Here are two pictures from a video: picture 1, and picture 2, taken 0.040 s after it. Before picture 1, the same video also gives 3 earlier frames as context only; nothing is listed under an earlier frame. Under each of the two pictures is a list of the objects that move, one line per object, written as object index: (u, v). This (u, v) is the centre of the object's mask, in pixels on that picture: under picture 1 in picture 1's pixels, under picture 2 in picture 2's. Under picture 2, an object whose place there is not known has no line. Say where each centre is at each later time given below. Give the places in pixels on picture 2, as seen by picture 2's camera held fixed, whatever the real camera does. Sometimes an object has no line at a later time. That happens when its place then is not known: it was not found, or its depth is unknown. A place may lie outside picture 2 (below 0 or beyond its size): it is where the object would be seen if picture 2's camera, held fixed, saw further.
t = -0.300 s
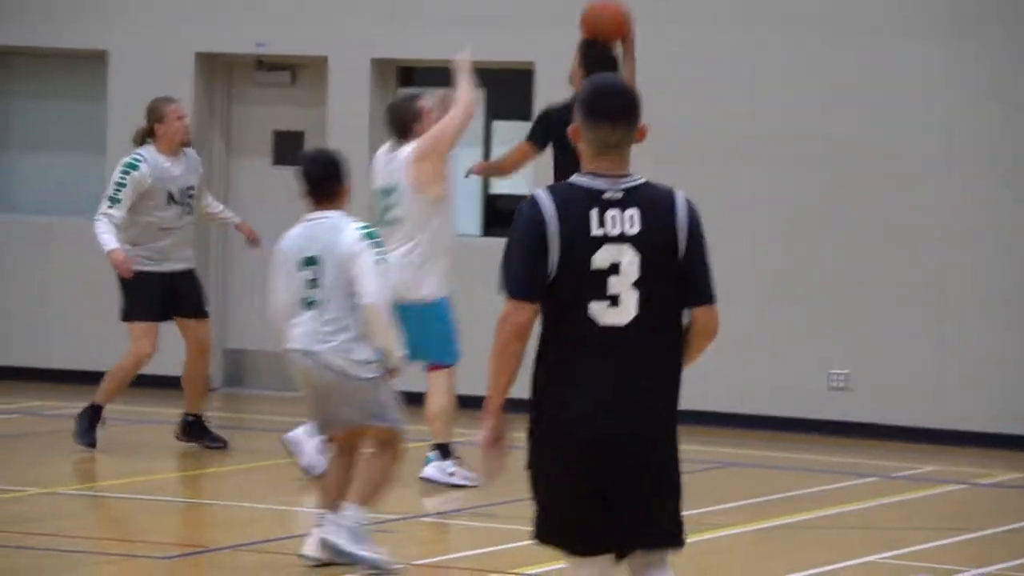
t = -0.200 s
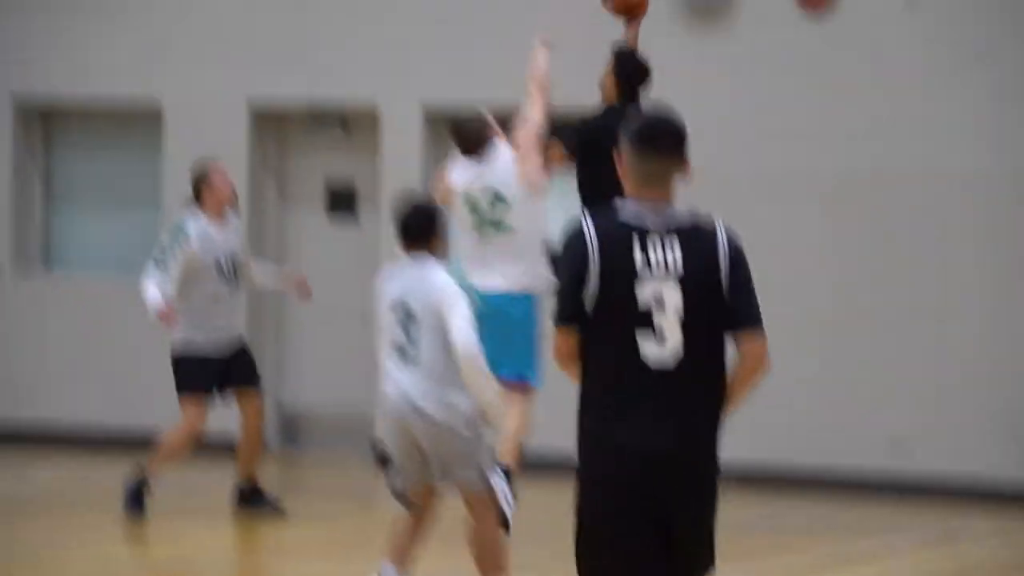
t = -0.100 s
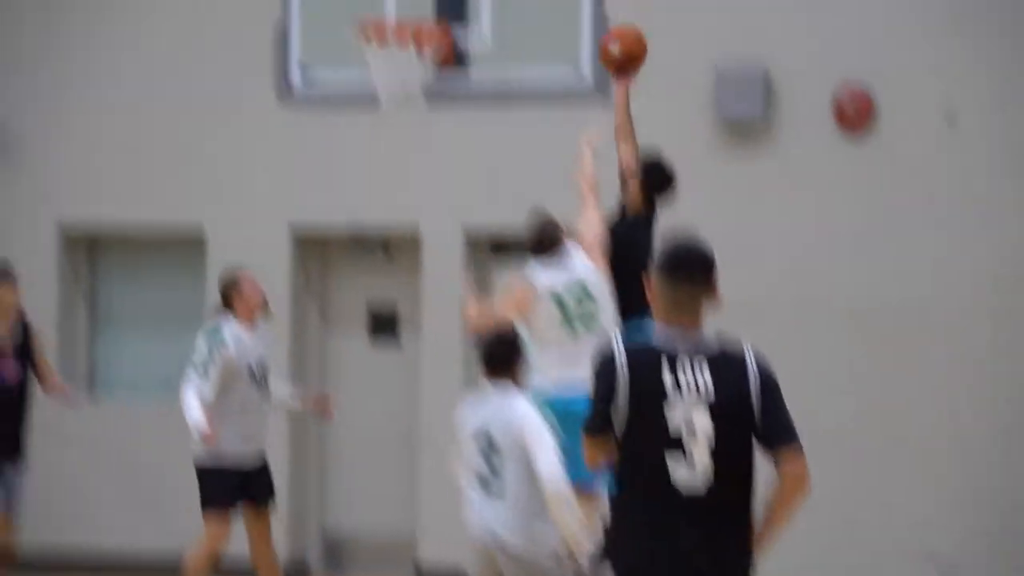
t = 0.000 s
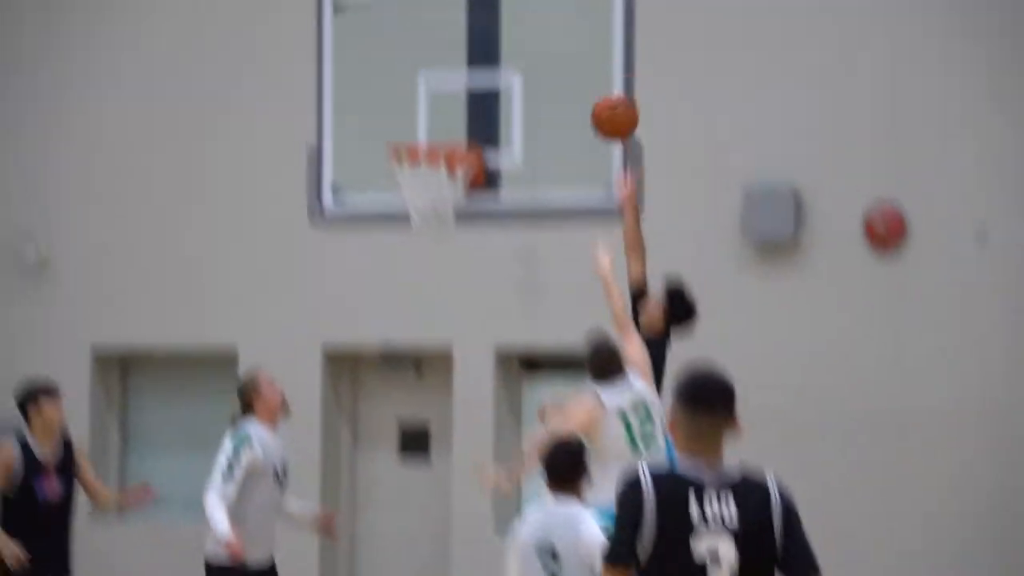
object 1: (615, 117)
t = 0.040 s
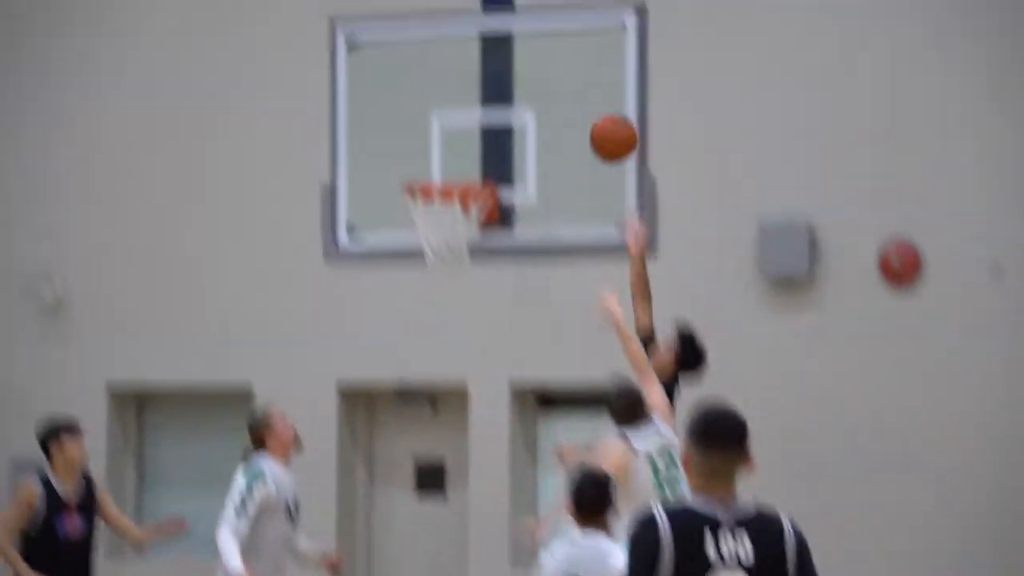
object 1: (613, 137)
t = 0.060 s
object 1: (606, 131)
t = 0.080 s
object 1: (598, 125)
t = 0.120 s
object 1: (583, 117)
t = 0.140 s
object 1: (575, 113)
